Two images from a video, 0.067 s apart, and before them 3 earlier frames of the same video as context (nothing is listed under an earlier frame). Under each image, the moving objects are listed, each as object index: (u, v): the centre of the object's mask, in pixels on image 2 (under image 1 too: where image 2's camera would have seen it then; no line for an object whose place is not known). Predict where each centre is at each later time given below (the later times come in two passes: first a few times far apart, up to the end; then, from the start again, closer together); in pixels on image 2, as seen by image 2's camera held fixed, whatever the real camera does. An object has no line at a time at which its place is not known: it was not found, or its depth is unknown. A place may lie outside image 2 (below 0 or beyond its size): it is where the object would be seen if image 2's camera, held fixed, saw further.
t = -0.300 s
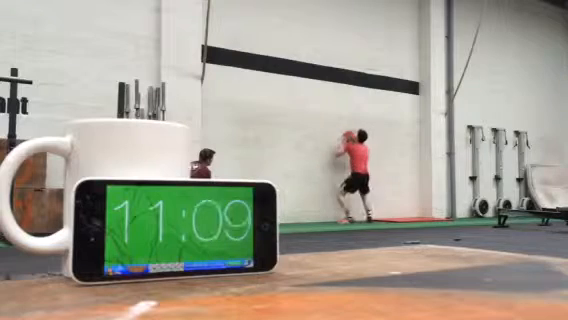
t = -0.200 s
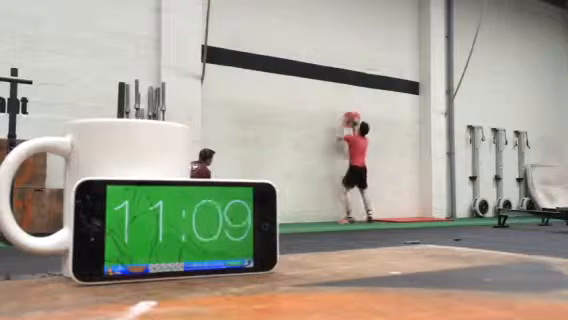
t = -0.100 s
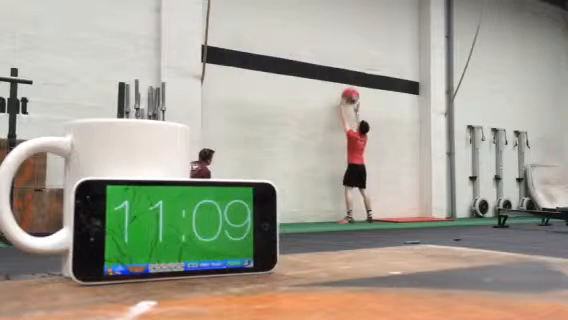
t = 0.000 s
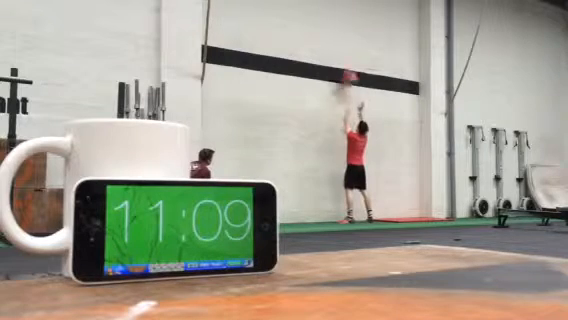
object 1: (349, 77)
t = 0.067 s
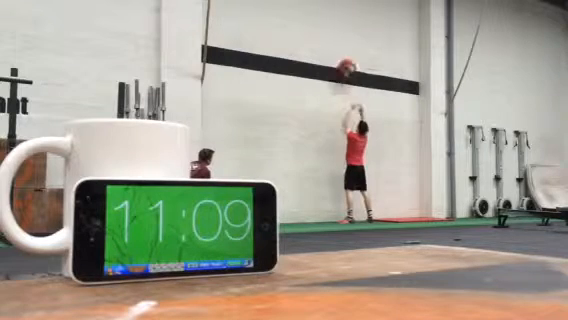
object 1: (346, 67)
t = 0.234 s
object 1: (343, 53)
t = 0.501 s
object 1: (345, 57)
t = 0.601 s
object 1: (346, 66)
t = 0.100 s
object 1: (346, 63)
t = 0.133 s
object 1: (344, 60)
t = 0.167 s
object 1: (344, 57)
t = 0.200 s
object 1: (344, 55)
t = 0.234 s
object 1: (343, 53)
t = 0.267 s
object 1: (343, 52)
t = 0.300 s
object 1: (344, 51)
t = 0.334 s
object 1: (343, 51)
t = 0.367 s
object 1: (344, 52)
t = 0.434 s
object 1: (345, 53)
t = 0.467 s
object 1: (345, 54)
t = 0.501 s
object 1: (345, 57)
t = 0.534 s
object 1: (346, 60)
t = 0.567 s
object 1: (346, 63)
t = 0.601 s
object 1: (346, 66)
